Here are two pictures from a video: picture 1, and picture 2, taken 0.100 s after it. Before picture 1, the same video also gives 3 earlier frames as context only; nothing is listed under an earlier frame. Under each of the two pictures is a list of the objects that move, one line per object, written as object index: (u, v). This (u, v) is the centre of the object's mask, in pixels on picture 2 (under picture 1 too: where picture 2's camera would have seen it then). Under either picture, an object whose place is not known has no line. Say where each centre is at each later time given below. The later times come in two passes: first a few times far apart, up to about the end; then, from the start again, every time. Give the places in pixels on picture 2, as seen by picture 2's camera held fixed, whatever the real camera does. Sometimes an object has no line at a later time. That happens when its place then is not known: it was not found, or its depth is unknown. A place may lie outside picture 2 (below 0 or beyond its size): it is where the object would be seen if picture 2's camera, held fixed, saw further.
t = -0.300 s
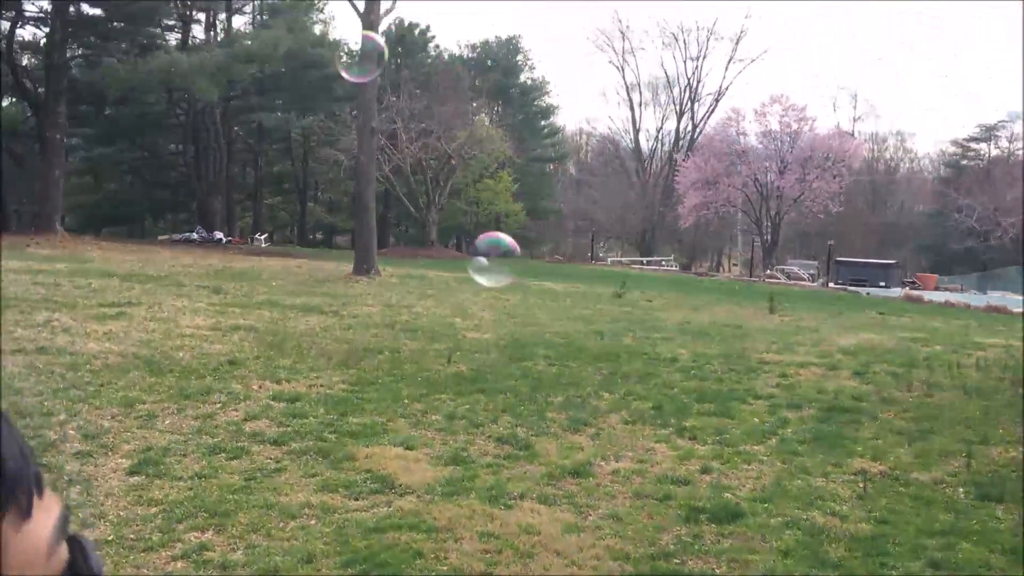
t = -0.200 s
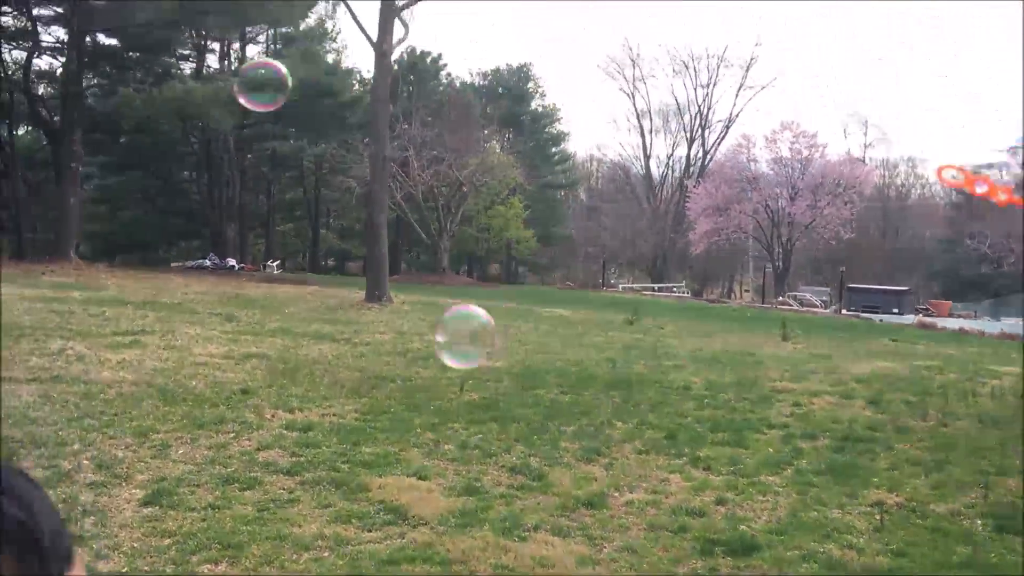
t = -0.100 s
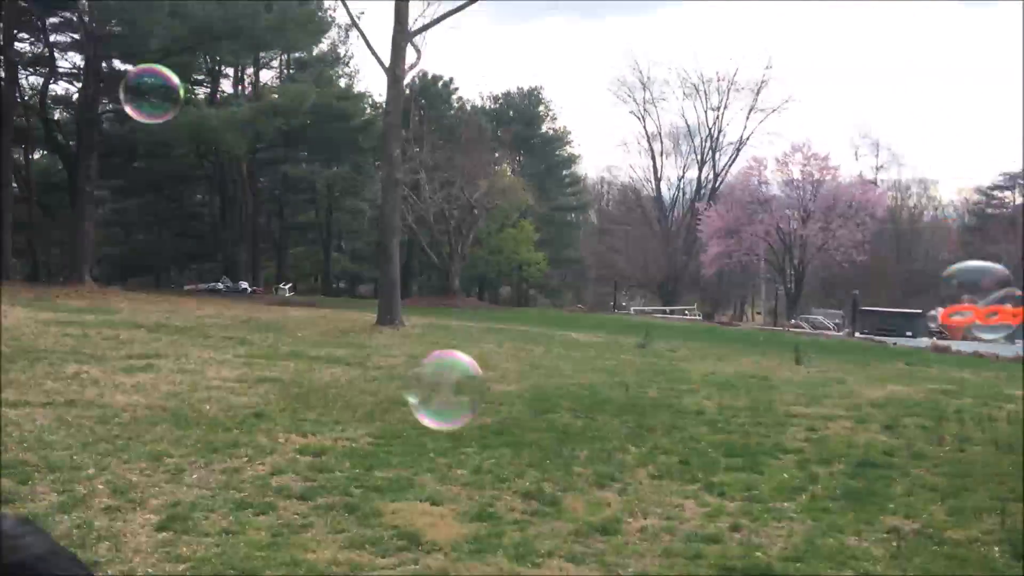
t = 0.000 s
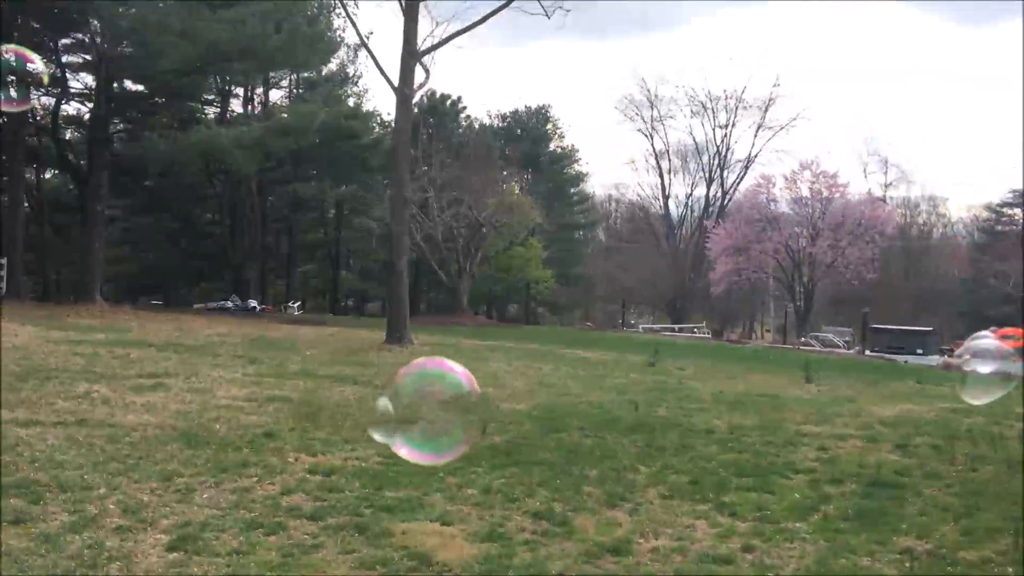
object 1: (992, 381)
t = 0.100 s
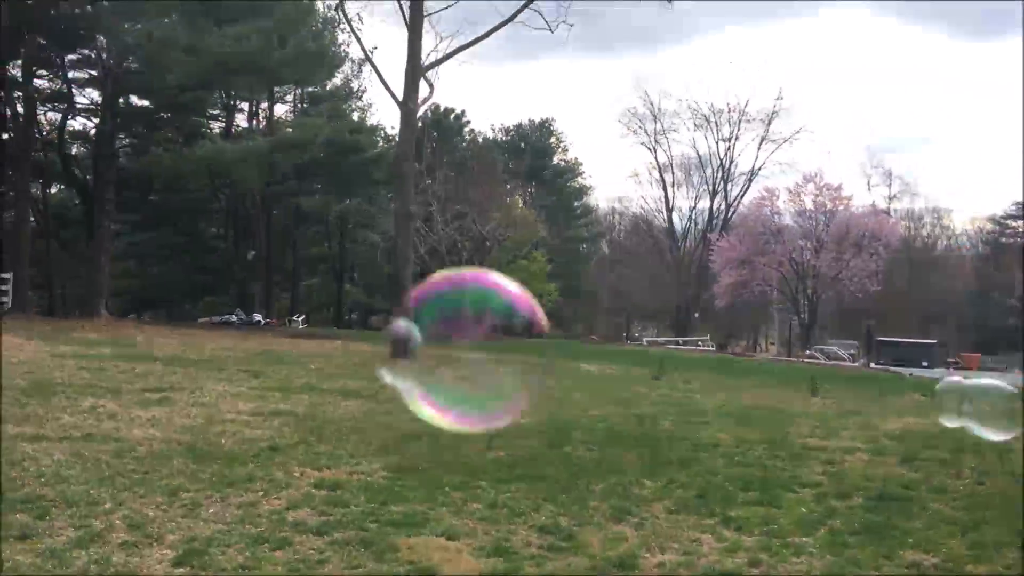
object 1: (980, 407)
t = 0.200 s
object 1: (968, 426)
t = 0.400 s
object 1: (922, 434)
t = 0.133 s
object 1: (976, 416)
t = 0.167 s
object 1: (973, 423)
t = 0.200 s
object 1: (968, 426)
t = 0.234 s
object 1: (962, 431)
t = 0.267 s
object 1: (955, 434)
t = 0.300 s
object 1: (946, 434)
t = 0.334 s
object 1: (936, 435)
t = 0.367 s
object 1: (927, 434)
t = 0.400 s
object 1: (922, 434)
